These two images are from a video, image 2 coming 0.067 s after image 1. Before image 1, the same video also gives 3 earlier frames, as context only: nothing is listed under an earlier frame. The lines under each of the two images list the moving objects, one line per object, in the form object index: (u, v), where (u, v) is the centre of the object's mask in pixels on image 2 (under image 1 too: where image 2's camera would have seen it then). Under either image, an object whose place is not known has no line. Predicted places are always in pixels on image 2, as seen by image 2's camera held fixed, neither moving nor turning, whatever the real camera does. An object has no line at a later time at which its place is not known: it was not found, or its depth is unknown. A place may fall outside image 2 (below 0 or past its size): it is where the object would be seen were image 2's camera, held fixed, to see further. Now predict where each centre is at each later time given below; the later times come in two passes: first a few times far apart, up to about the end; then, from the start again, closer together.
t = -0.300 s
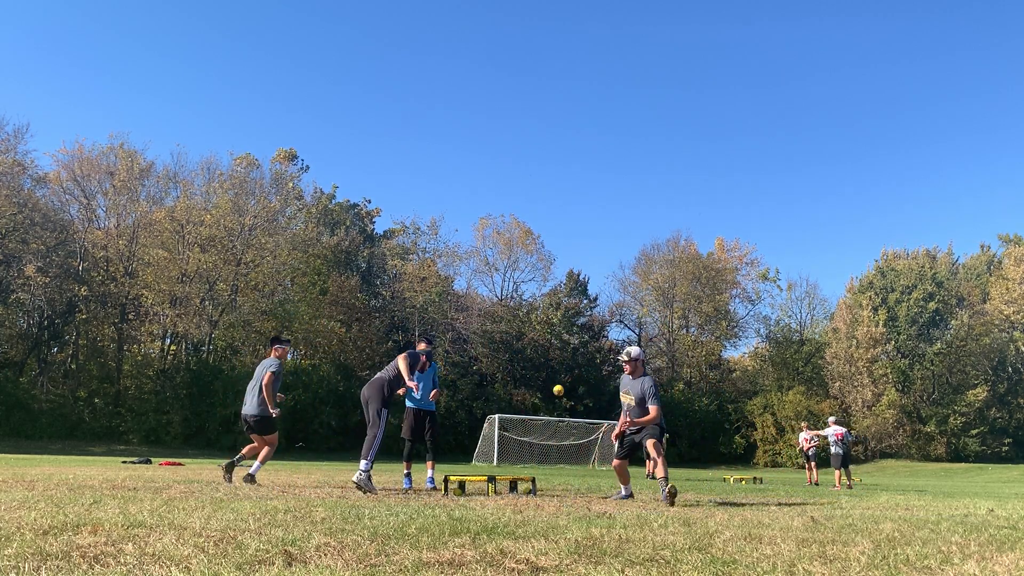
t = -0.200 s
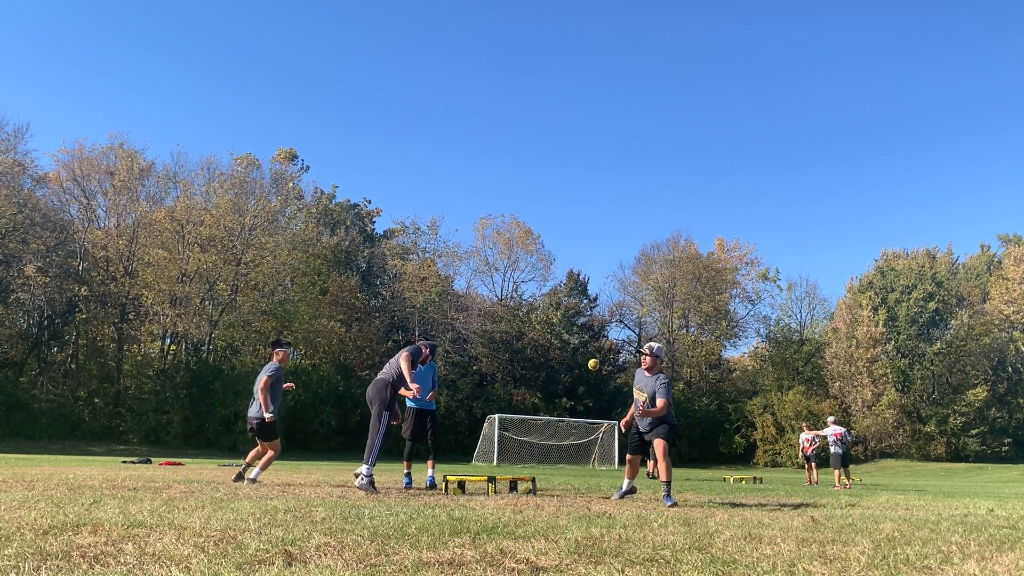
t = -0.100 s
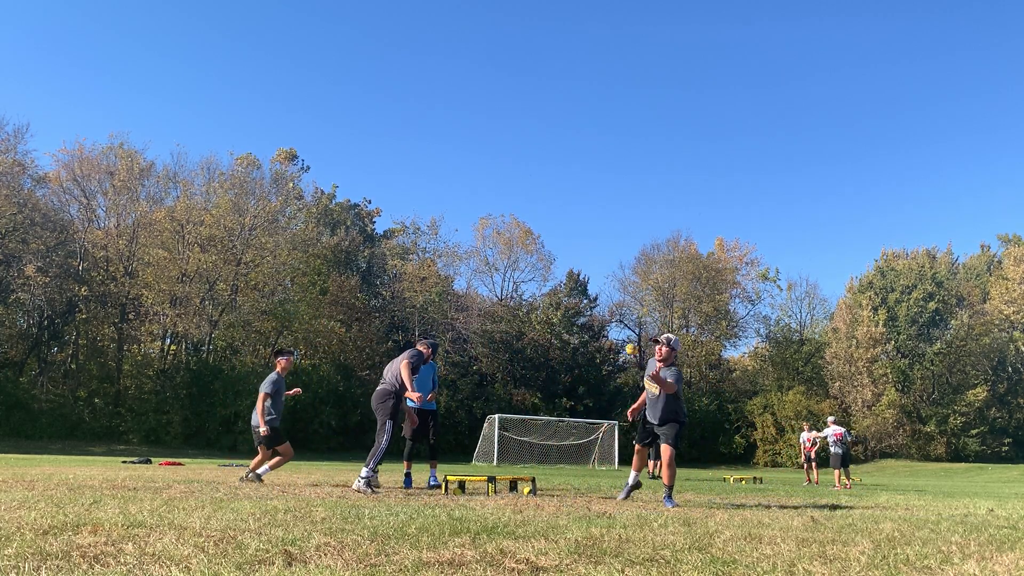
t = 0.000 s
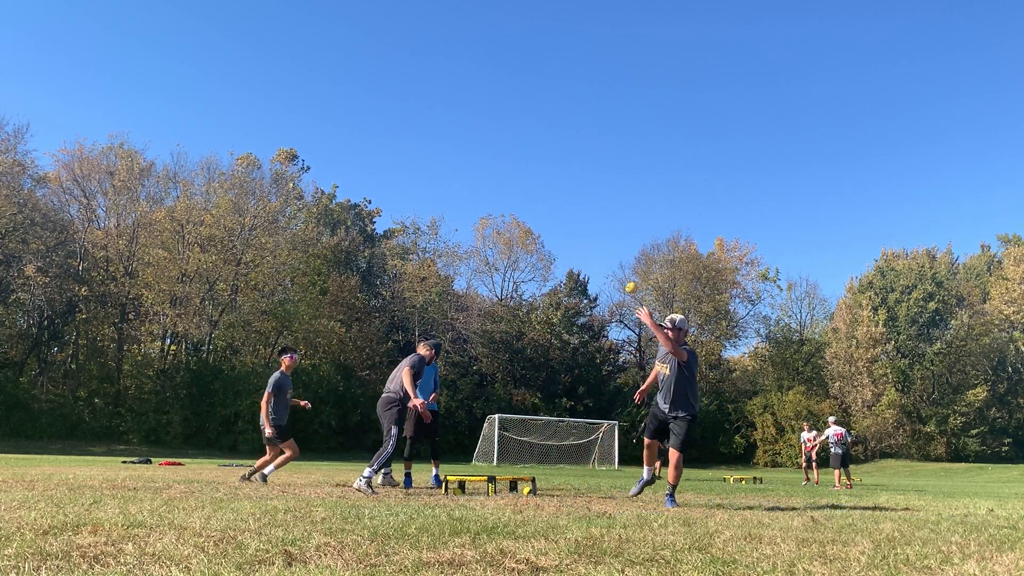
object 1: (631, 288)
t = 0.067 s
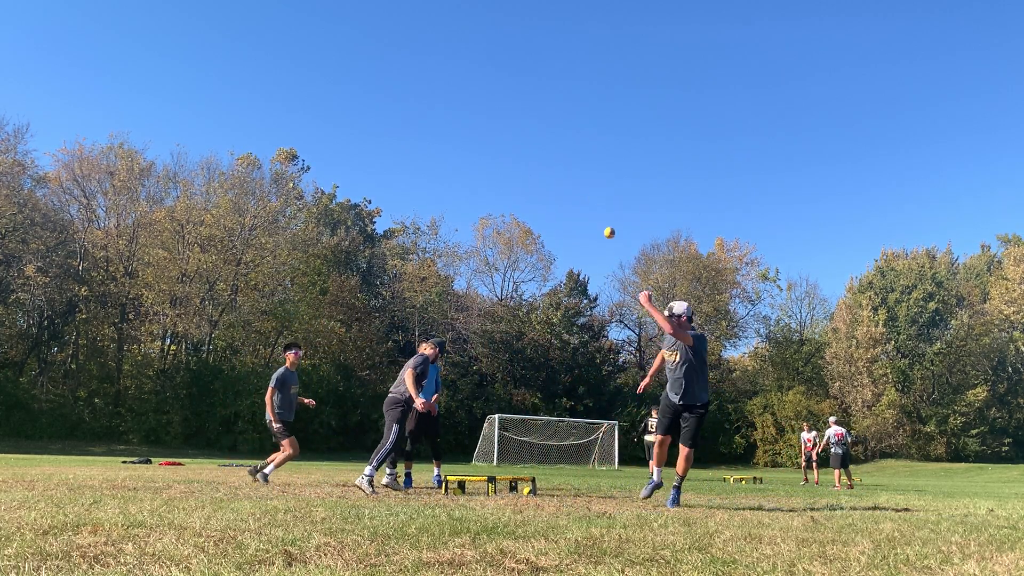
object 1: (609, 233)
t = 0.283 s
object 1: (550, 108)
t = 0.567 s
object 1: (487, 37)
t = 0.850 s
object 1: (431, 43)
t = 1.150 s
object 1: (376, 119)
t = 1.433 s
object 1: (322, 248)
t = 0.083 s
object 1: (604, 220)
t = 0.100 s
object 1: (599, 209)
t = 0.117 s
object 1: (594, 197)
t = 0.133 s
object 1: (589, 187)
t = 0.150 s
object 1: (584, 176)
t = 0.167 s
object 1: (580, 166)
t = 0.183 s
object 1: (575, 157)
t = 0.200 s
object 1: (571, 148)
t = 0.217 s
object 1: (566, 139)
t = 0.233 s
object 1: (562, 131)
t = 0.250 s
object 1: (558, 123)
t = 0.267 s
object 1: (554, 116)
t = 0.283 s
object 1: (550, 108)
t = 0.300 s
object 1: (546, 102)
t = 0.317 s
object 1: (542, 95)
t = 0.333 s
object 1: (538, 89)
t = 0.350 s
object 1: (534, 84)
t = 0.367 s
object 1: (530, 78)
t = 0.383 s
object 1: (526, 73)
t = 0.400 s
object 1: (522, 68)
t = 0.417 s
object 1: (519, 64)
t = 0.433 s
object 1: (515, 60)
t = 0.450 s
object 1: (511, 56)
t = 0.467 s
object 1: (508, 52)
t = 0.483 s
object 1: (504, 49)
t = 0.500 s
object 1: (501, 46)
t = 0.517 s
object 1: (497, 44)
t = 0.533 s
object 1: (494, 41)
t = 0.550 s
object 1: (490, 39)
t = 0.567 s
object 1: (487, 37)
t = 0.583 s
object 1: (483, 36)
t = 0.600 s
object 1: (480, 34)
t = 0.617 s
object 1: (477, 33)
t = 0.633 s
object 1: (473, 33)
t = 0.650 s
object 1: (470, 31)
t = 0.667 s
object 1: (467, 32)
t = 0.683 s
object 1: (463, 31)
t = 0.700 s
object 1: (460, 32)
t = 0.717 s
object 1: (457, 32)
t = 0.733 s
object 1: (454, 32)
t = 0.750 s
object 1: (451, 34)
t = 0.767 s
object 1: (447, 34)
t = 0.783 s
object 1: (444, 36)
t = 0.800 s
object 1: (441, 38)
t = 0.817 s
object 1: (438, 39)
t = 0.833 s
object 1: (435, 41)
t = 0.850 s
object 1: (431, 43)
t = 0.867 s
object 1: (428, 46)
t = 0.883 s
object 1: (425, 49)
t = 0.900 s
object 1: (422, 51)
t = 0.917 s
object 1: (419, 54)
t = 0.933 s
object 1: (416, 58)
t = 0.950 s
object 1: (413, 61)
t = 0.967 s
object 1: (410, 65)
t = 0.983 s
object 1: (407, 69)
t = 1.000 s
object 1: (404, 73)
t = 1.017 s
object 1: (400, 77)
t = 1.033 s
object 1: (398, 82)
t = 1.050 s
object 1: (394, 87)
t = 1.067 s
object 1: (391, 92)
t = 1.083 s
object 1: (388, 96)
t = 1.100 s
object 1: (385, 102)
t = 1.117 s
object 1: (382, 108)
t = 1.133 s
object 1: (379, 113)
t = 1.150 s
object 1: (376, 119)
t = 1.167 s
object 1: (373, 125)
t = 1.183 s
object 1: (370, 132)
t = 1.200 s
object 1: (367, 138)
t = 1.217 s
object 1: (364, 145)
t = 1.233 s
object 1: (361, 152)
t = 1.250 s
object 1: (358, 159)
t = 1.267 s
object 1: (355, 166)
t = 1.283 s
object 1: (352, 173)
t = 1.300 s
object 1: (348, 181)
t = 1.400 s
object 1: (329, 231)
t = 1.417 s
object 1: (327, 241)
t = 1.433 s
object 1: (322, 248)
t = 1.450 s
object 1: (320, 259)
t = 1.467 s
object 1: (317, 269)
